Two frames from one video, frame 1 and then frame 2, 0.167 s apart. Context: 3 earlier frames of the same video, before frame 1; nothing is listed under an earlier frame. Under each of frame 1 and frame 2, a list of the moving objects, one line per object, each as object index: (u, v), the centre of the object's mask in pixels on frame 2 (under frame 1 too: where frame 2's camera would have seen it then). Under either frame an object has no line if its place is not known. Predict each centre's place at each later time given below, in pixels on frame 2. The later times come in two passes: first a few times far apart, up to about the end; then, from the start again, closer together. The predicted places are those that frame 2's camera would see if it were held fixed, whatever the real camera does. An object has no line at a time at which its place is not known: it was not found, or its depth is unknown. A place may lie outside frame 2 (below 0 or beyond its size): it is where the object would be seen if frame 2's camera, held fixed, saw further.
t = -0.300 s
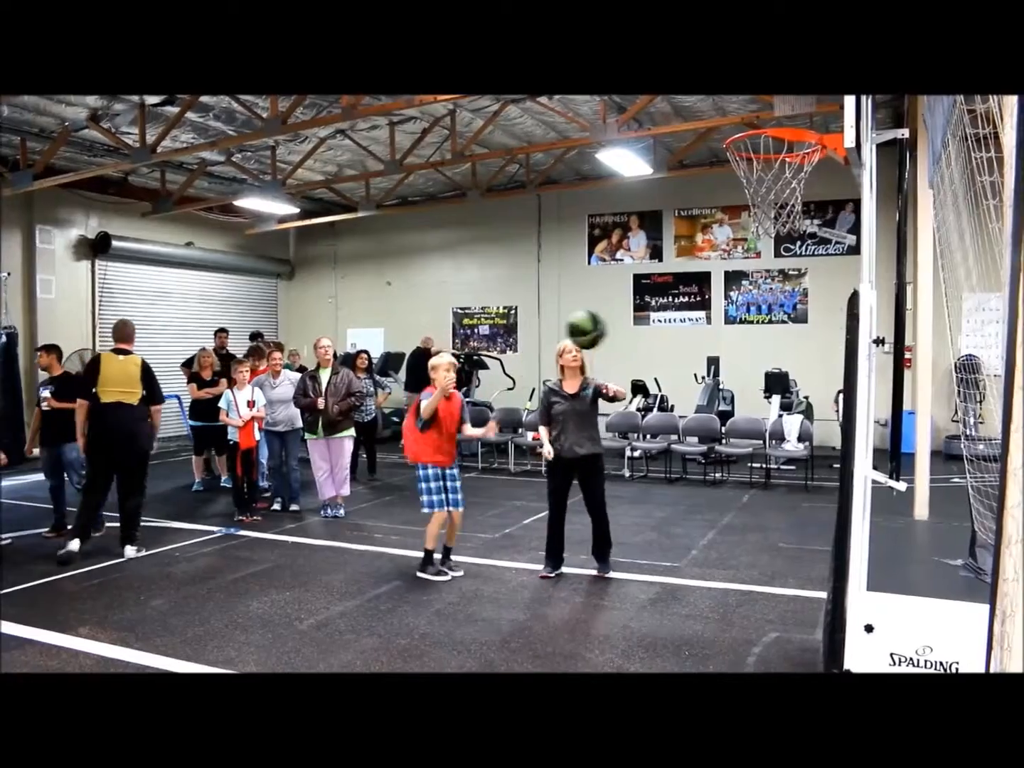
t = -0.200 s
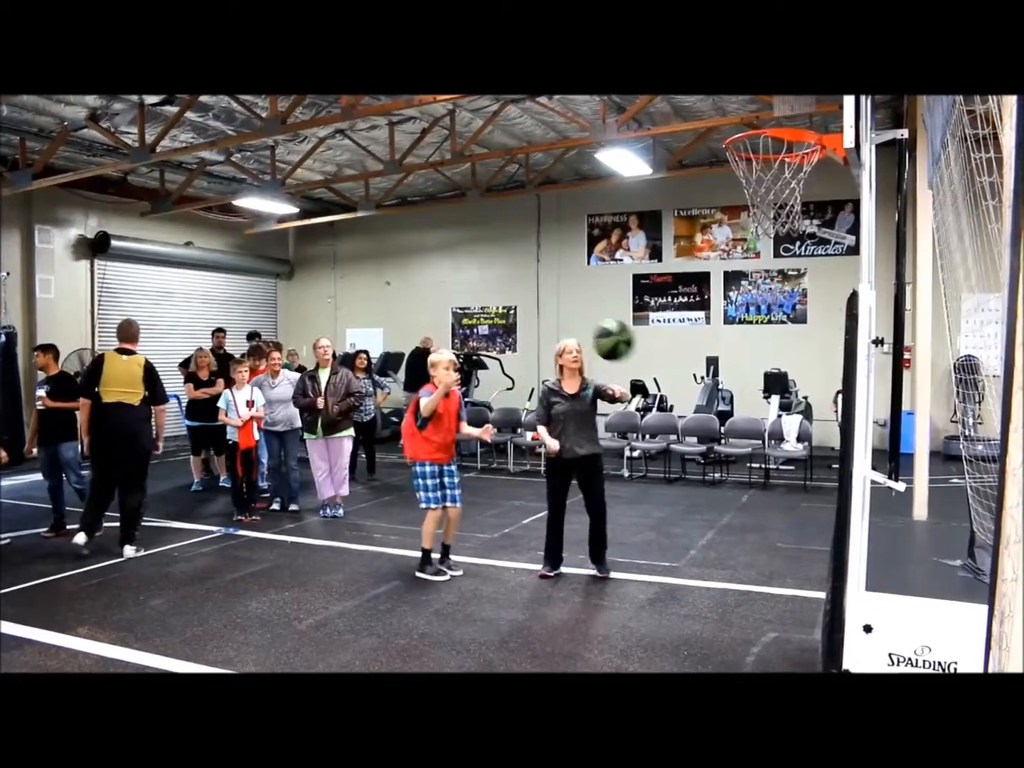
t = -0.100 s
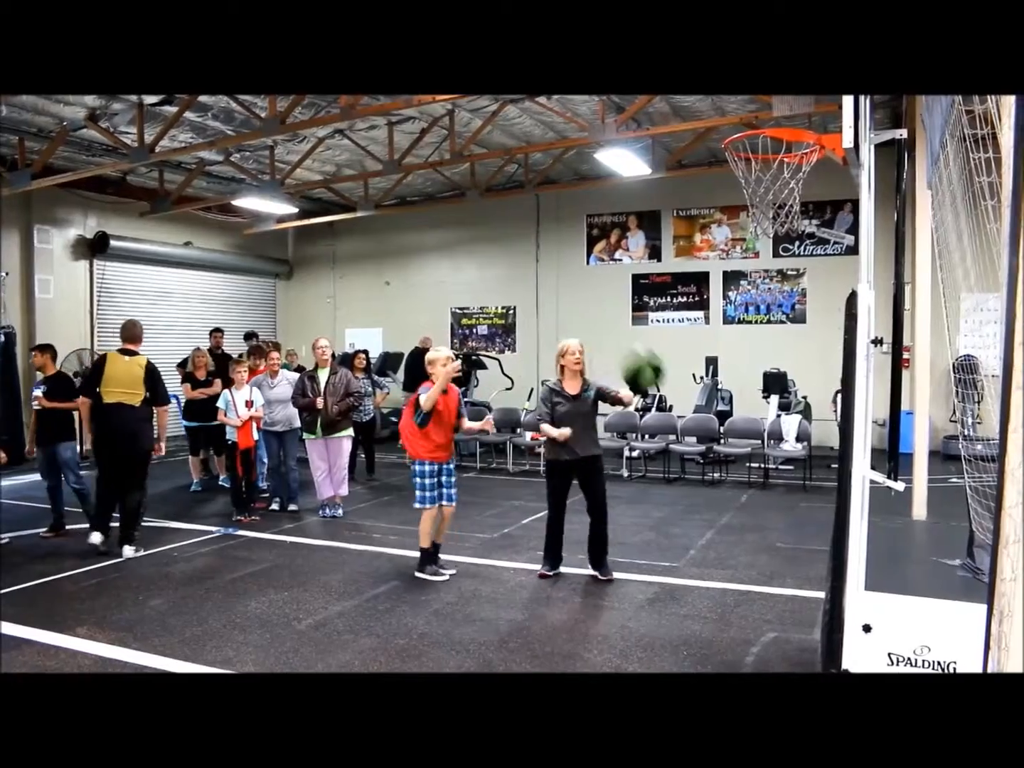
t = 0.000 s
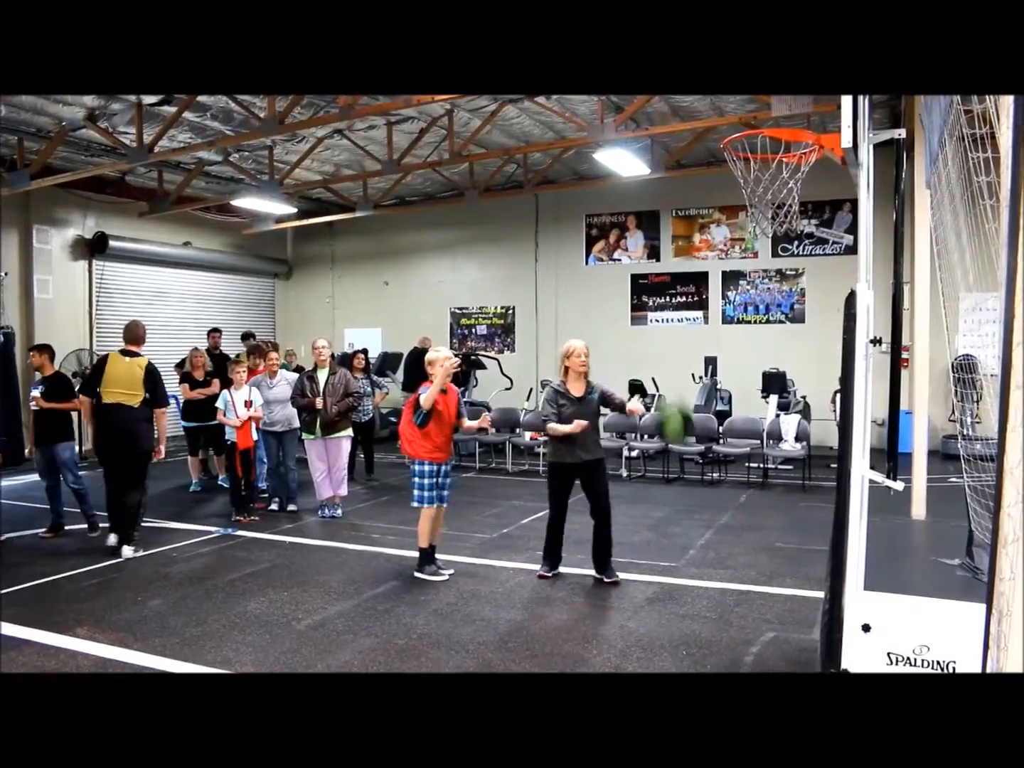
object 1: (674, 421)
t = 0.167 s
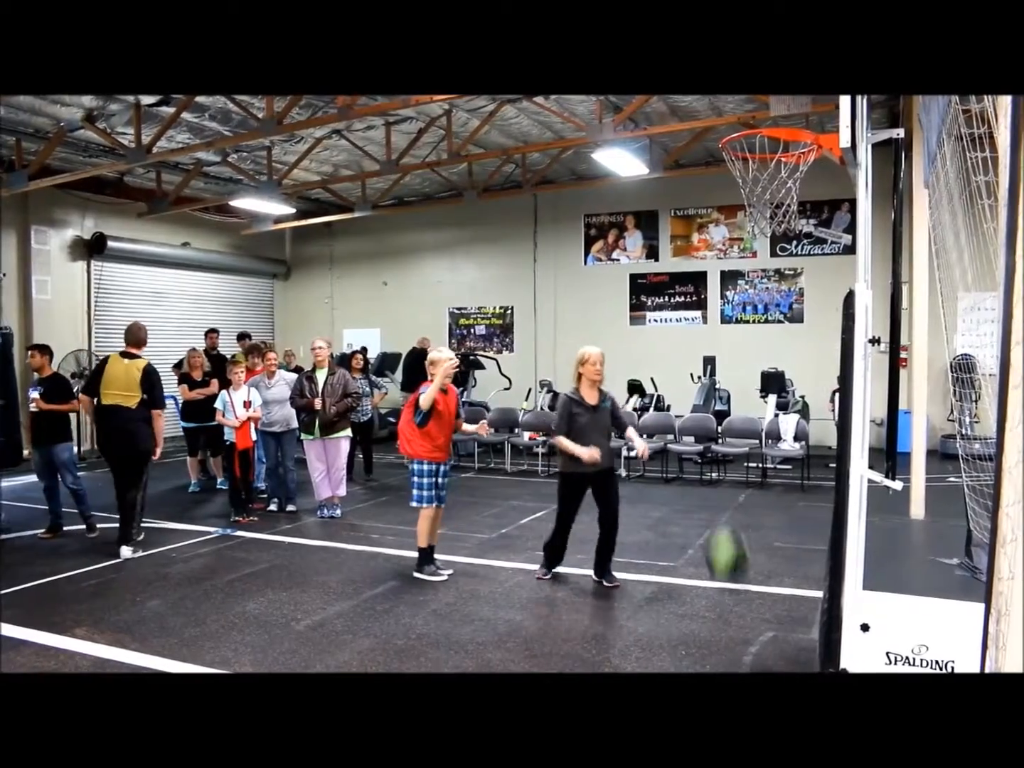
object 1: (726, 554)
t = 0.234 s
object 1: (752, 633)
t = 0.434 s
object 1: (810, 514)
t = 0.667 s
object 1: (789, 446)
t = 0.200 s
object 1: (738, 593)
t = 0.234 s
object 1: (752, 633)
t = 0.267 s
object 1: (764, 633)
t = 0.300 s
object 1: (772, 611)
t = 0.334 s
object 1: (785, 584)
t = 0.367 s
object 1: (793, 555)
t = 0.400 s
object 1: (803, 533)
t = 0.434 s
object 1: (810, 514)
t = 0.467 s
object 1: (810, 498)
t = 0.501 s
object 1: (808, 483)
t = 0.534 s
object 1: (802, 473)
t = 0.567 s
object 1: (799, 462)
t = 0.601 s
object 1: (794, 452)
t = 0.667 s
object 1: (789, 446)
